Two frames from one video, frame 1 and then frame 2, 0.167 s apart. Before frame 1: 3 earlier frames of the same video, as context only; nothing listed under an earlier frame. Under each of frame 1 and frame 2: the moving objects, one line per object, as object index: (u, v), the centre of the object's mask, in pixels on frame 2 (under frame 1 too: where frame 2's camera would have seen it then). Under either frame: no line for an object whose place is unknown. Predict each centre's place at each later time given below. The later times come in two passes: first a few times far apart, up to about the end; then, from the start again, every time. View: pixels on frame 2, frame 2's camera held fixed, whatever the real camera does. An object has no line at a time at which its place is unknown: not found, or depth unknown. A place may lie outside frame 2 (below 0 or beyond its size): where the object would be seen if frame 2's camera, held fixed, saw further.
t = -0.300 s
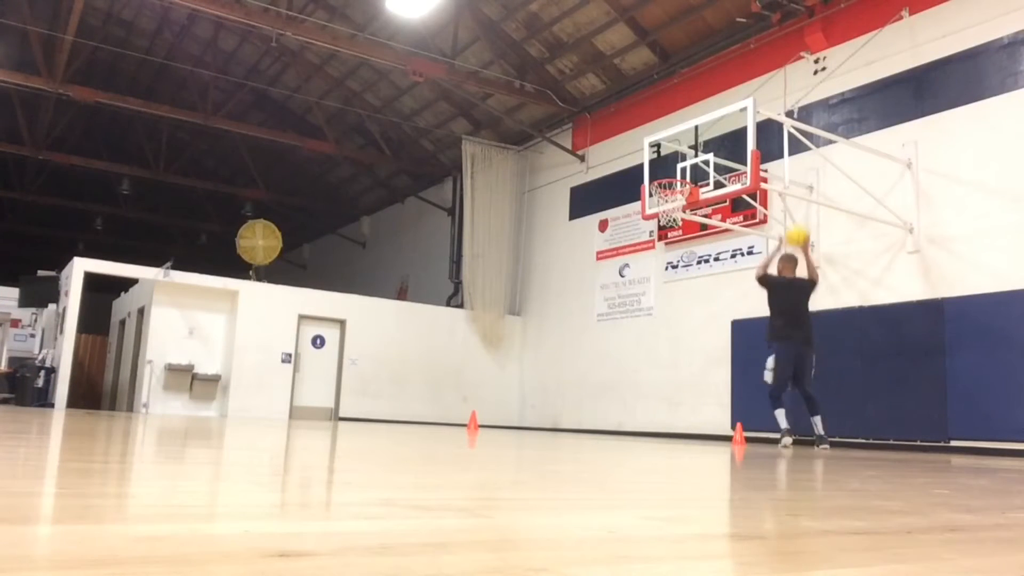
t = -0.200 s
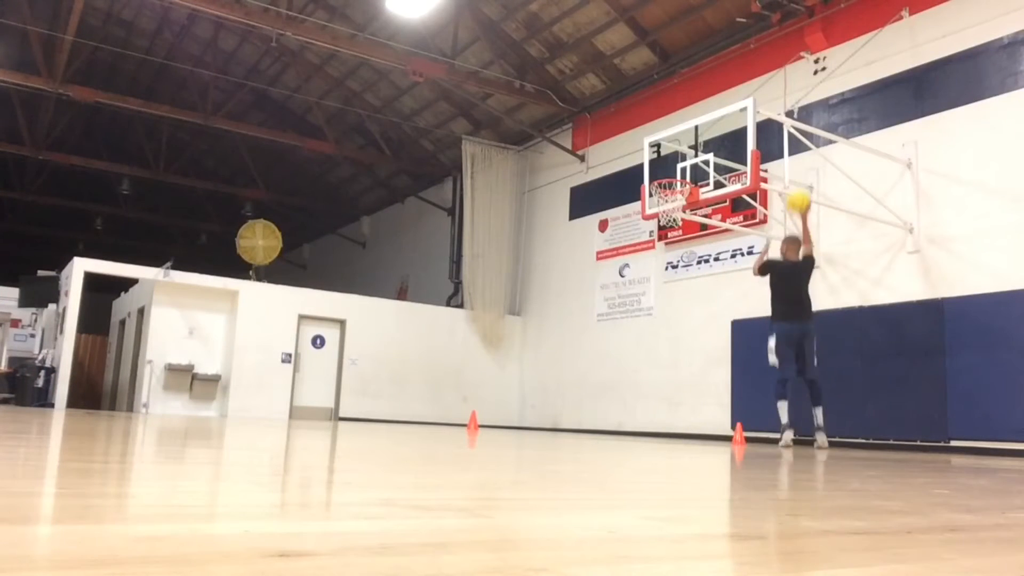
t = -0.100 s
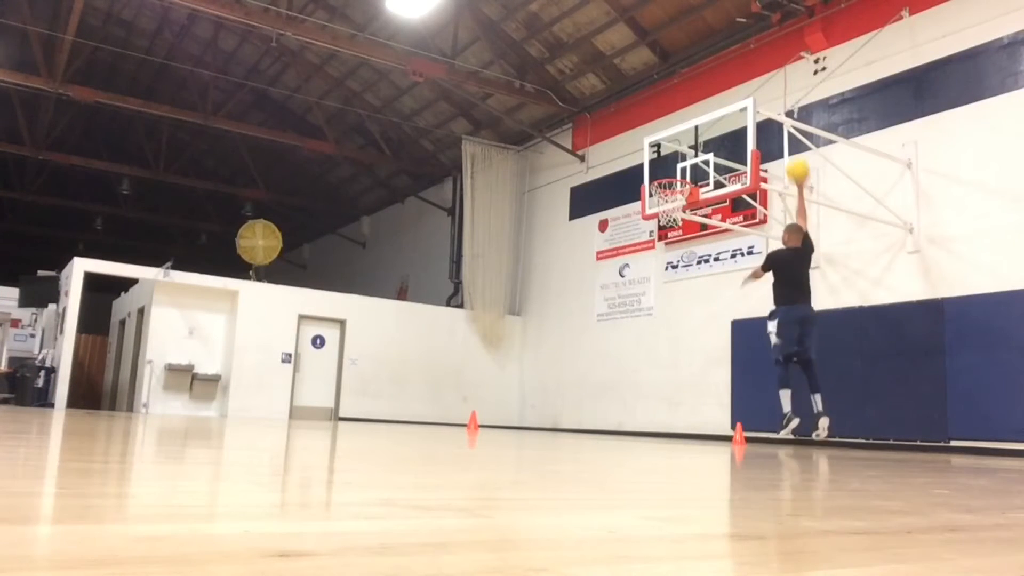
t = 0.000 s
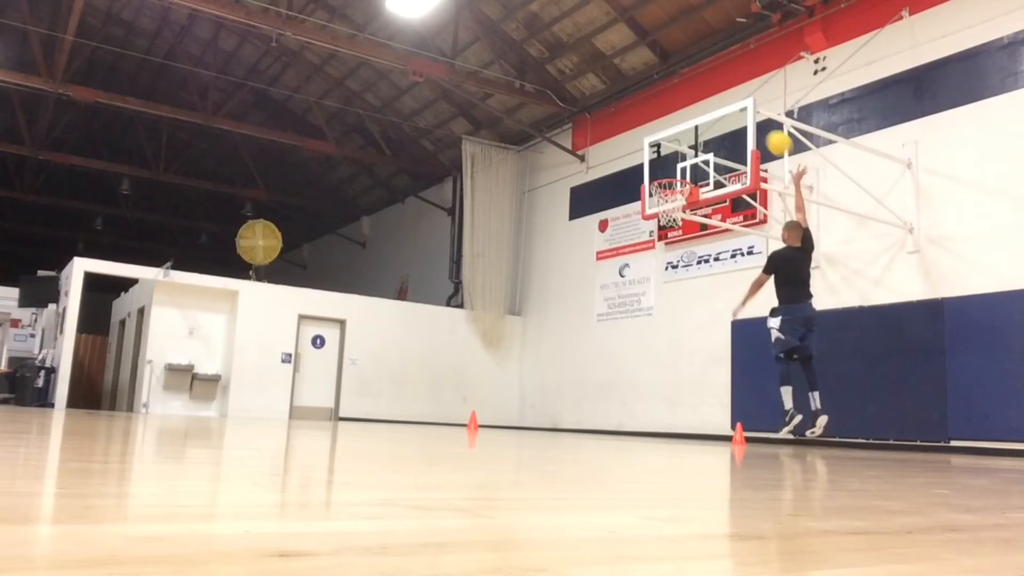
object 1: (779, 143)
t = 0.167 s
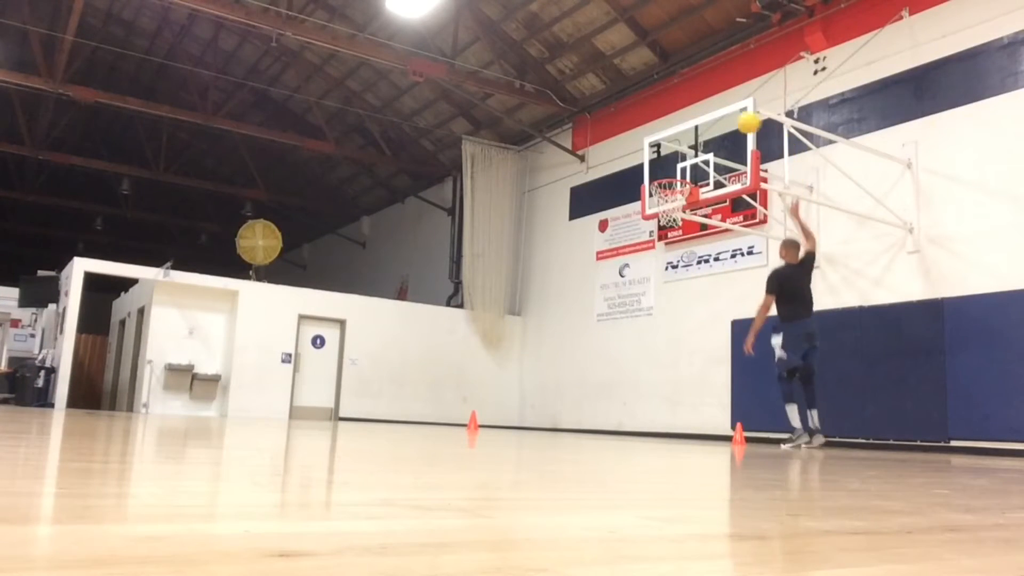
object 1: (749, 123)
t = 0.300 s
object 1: (725, 124)
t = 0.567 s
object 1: (682, 166)
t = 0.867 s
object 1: (656, 221)
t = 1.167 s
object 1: (652, 298)
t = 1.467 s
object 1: (648, 423)
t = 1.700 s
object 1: (662, 361)
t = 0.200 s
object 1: (742, 121)
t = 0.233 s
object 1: (737, 122)
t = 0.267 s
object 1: (732, 123)
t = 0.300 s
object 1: (725, 124)
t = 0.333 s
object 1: (720, 127)
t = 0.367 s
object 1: (714, 130)
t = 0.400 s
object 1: (709, 134)
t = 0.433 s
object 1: (704, 139)
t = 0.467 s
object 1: (698, 144)
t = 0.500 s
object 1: (693, 150)
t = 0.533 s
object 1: (688, 158)
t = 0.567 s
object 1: (682, 166)
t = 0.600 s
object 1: (676, 174)
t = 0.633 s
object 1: (672, 183)
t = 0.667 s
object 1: (668, 189)
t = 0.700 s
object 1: (662, 197)
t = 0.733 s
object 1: (658, 204)
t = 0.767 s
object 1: (657, 210)
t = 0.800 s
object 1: (657, 213)
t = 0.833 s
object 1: (657, 217)
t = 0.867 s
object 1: (656, 221)
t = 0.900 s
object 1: (656, 225)
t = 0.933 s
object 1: (656, 231)
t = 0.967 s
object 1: (655, 238)
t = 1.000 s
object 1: (654, 246)
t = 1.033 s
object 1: (654, 254)
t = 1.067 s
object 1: (653, 264)
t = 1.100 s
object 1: (653, 275)
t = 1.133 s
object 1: (653, 286)
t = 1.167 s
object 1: (652, 298)
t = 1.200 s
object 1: (651, 311)
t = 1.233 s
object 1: (651, 325)
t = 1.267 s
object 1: (650, 340)
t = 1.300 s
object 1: (649, 356)
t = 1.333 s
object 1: (649, 371)
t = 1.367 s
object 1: (649, 389)
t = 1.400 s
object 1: (648, 407)
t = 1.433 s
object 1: (648, 426)
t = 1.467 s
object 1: (648, 423)
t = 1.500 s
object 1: (651, 410)
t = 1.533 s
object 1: (653, 400)
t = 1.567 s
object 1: (655, 391)
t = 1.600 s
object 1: (657, 383)
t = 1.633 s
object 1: (658, 375)
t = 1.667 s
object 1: (660, 368)
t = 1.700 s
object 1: (662, 361)
